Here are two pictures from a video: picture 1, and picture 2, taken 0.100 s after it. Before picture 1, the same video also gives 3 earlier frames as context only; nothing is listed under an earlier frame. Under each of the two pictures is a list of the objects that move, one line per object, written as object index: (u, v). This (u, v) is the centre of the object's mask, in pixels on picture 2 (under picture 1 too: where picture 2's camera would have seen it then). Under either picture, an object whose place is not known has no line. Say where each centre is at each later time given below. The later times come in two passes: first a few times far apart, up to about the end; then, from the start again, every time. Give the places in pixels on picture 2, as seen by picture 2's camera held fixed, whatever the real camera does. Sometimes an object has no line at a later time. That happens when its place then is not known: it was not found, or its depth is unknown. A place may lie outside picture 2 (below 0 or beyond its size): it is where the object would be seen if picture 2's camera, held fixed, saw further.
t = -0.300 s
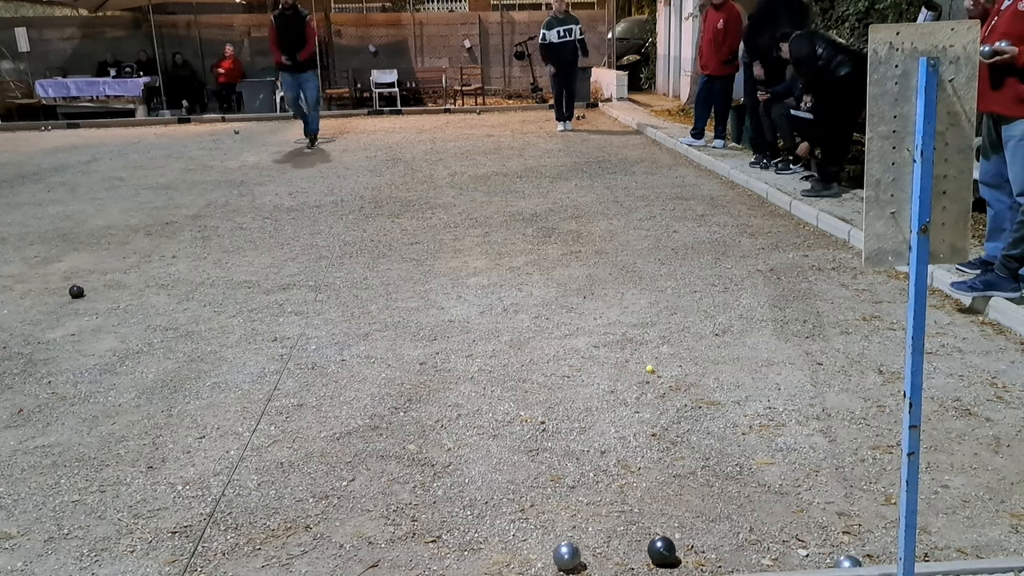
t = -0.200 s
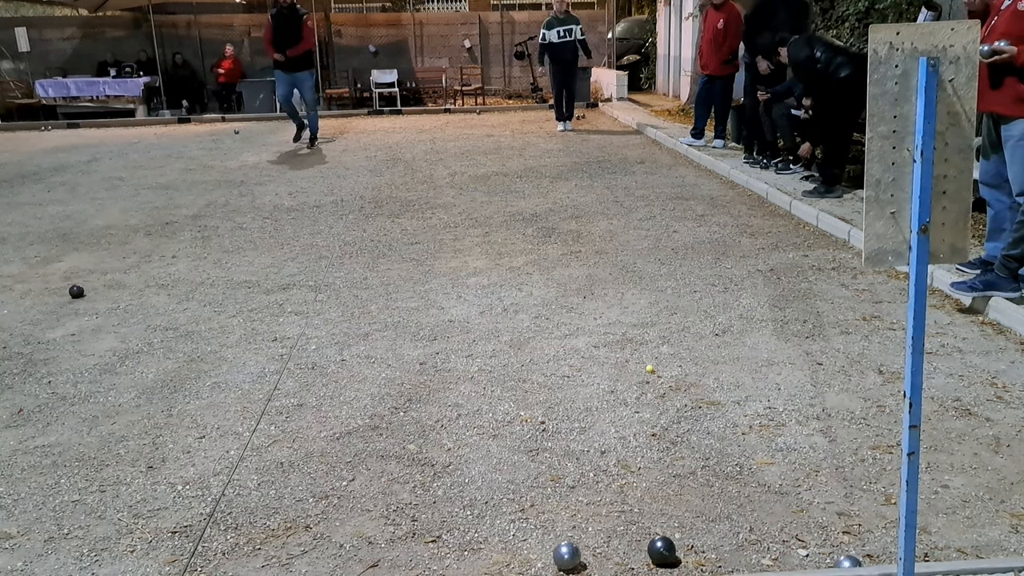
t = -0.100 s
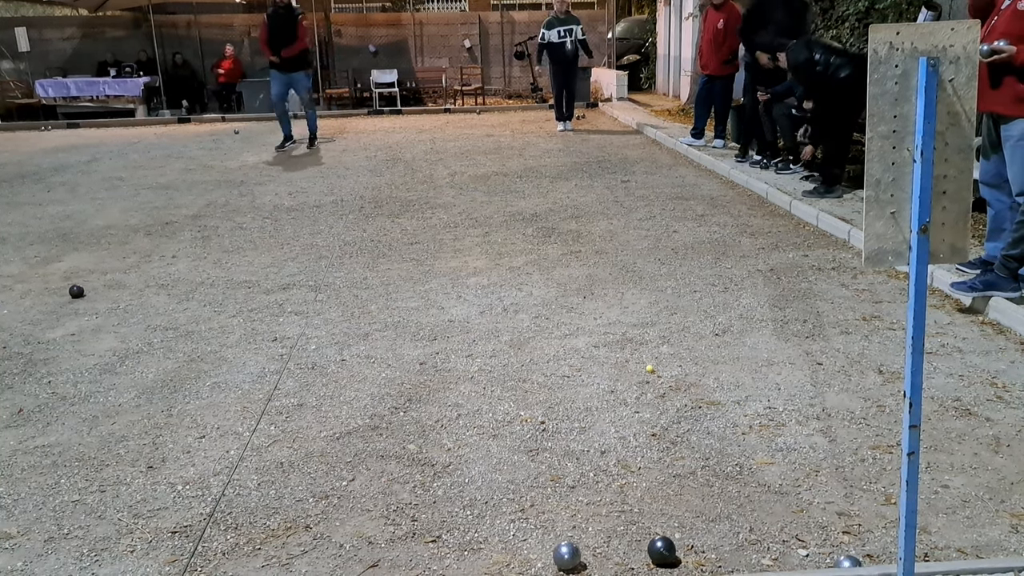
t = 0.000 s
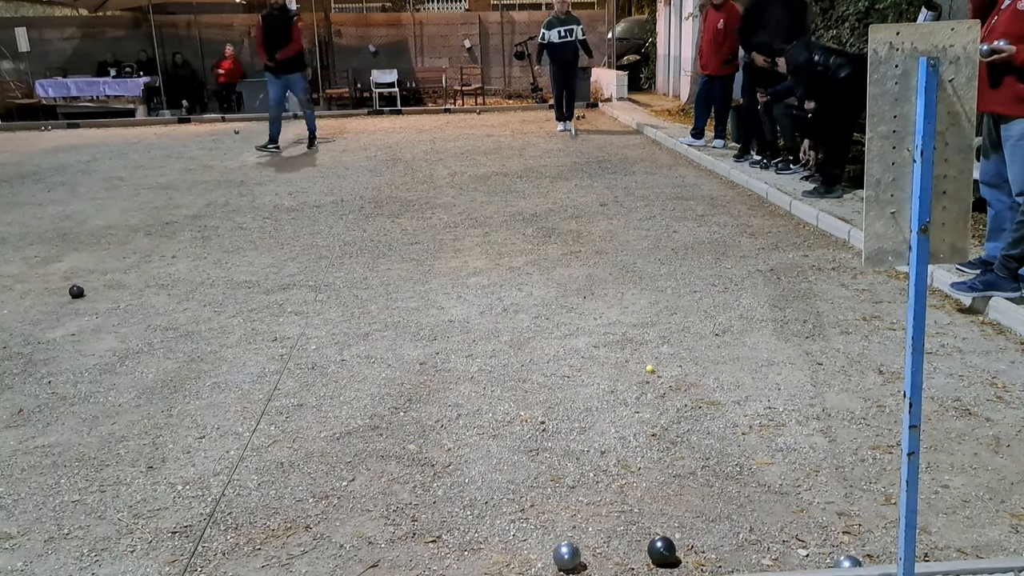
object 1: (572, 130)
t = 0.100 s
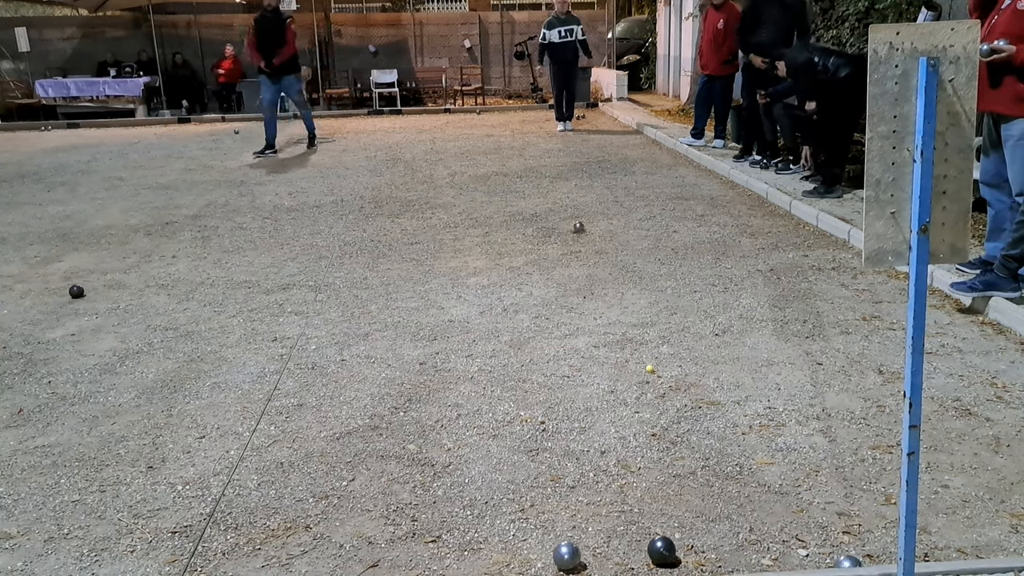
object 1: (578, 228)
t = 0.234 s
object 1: (588, 234)
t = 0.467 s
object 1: (606, 257)
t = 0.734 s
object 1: (633, 276)
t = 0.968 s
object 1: (653, 294)
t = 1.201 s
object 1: (669, 307)
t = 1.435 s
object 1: (677, 319)
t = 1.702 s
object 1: (682, 331)
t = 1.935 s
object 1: (684, 338)
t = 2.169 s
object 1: (684, 340)
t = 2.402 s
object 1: (684, 340)
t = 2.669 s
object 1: (684, 340)
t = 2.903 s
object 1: (684, 340)
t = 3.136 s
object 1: (685, 340)
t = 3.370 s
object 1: (685, 340)
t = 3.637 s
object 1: (685, 340)
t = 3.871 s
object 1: (685, 340)
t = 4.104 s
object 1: (685, 340)
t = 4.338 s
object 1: (685, 340)
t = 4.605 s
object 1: (685, 340)
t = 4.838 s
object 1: (685, 340)
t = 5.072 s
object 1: (685, 340)
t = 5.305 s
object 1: (685, 340)
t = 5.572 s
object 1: (684, 340)
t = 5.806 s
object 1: (685, 339)
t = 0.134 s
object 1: (580, 228)
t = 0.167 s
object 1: (584, 228)
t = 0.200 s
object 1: (586, 231)
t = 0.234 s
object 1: (588, 234)
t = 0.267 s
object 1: (590, 239)
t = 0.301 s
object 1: (592, 245)
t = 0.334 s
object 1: (595, 246)
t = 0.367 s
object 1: (598, 249)
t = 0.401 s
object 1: (600, 253)
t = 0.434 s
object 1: (603, 255)
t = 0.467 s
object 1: (606, 257)
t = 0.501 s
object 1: (610, 260)
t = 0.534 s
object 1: (613, 263)
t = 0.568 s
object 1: (616, 266)
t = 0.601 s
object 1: (620, 267)
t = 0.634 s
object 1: (623, 270)
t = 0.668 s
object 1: (626, 272)
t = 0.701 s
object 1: (630, 274)
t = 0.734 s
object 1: (633, 276)
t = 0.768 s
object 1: (636, 279)
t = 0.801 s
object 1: (639, 281)
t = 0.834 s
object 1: (642, 284)
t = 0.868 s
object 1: (645, 287)
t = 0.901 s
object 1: (647, 289)
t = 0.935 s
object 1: (650, 291)
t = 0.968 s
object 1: (653, 294)
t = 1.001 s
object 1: (655, 294)
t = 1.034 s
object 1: (658, 296)
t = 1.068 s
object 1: (660, 299)
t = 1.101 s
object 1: (662, 301)
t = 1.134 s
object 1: (665, 304)
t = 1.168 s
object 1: (667, 305)
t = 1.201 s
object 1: (669, 307)
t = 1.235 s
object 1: (670, 309)
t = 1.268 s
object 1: (672, 311)
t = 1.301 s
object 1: (673, 313)
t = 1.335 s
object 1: (674, 314)
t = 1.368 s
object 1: (675, 316)
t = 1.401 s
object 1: (676, 317)
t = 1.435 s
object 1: (677, 319)
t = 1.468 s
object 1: (678, 321)
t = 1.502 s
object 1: (679, 322)
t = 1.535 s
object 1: (680, 324)
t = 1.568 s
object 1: (681, 326)
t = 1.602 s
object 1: (681, 327)
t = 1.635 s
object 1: (682, 328)
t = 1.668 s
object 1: (682, 330)
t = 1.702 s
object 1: (682, 331)
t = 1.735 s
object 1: (682, 332)
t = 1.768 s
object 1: (682, 333)
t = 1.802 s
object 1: (683, 334)
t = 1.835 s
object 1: (683, 335)
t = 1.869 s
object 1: (683, 336)
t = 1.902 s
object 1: (683, 337)
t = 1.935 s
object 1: (684, 338)
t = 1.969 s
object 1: (684, 338)
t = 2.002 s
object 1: (684, 339)
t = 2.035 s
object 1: (685, 340)
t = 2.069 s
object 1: (685, 340)
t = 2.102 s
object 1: (684, 340)
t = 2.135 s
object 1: (684, 340)
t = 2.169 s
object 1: (684, 340)
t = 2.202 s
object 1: (684, 340)
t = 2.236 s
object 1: (684, 341)
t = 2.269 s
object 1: (684, 341)
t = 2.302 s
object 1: (683, 340)
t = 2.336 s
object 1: (683, 340)
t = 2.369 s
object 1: (684, 340)
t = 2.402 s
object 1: (684, 340)
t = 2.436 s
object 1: (684, 340)
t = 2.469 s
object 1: (685, 340)
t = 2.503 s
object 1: (685, 340)
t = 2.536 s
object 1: (684, 340)
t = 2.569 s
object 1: (684, 340)
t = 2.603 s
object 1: (684, 340)
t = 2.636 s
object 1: (684, 340)
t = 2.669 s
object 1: (684, 340)
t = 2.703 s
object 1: (684, 340)
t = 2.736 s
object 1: (684, 340)
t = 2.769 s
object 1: (684, 340)
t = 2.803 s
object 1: (684, 340)
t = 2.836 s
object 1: (684, 340)
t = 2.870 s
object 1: (684, 340)
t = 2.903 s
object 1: (684, 340)
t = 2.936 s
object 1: (685, 340)
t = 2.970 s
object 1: (684, 340)
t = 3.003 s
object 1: (685, 340)
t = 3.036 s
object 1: (685, 340)
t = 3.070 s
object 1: (685, 340)
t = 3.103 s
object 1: (685, 340)
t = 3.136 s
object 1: (685, 340)
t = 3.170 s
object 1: (685, 340)
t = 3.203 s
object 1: (685, 340)
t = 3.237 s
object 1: (685, 340)
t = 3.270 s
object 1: (685, 340)
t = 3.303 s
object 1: (685, 340)
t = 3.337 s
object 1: (685, 340)
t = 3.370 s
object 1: (685, 340)
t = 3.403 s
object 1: (685, 340)
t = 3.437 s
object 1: (685, 340)
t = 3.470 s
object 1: (685, 340)
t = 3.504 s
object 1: (685, 340)
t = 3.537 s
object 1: (685, 340)
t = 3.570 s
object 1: (685, 340)
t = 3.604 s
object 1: (685, 340)
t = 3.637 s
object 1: (685, 340)
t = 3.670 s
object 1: (685, 340)
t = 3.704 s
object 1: (685, 340)
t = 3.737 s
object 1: (685, 340)
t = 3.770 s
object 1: (685, 340)
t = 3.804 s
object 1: (685, 340)
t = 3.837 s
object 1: (685, 340)
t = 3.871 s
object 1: (685, 340)
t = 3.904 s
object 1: (685, 340)
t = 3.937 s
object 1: (685, 340)
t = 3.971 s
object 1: (685, 340)
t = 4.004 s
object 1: (685, 340)
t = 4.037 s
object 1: (685, 340)
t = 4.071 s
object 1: (685, 340)
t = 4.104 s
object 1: (685, 340)
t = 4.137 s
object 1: (685, 340)
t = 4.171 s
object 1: (685, 340)
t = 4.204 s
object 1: (685, 340)
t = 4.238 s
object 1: (685, 340)
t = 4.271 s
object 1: (685, 340)
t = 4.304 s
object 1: (685, 340)
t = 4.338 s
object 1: (685, 340)
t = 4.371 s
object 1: (685, 340)
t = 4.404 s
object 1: (685, 340)
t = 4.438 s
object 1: (685, 340)
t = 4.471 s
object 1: (685, 340)
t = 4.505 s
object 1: (685, 340)
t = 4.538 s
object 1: (685, 340)
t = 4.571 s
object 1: (685, 340)
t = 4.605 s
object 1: (685, 340)
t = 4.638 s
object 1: (685, 340)
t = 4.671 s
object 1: (685, 340)
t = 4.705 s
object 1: (685, 340)
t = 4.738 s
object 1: (685, 340)
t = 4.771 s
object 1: (685, 340)
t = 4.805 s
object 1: (685, 340)
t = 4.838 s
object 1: (685, 340)
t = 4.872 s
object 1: (685, 340)
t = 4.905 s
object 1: (684, 340)
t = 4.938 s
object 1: (685, 340)
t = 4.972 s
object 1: (685, 340)
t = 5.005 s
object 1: (684, 340)
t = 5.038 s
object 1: (685, 340)
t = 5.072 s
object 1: (685, 340)
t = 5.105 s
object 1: (685, 340)
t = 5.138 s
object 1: (685, 340)
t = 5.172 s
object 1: (685, 340)
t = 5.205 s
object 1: (685, 340)
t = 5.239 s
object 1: (684, 340)
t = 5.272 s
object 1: (684, 340)
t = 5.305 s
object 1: (685, 340)
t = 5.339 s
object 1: (685, 340)
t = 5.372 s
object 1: (685, 340)
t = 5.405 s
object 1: (685, 340)
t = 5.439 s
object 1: (685, 340)
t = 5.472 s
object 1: (685, 340)
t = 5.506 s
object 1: (684, 340)
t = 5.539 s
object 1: (685, 340)
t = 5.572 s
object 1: (684, 340)
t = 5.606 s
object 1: (684, 340)
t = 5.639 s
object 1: (685, 340)
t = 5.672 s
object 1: (684, 340)
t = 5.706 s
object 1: (685, 340)
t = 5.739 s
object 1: (684, 340)
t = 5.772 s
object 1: (684, 340)
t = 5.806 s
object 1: (685, 339)
